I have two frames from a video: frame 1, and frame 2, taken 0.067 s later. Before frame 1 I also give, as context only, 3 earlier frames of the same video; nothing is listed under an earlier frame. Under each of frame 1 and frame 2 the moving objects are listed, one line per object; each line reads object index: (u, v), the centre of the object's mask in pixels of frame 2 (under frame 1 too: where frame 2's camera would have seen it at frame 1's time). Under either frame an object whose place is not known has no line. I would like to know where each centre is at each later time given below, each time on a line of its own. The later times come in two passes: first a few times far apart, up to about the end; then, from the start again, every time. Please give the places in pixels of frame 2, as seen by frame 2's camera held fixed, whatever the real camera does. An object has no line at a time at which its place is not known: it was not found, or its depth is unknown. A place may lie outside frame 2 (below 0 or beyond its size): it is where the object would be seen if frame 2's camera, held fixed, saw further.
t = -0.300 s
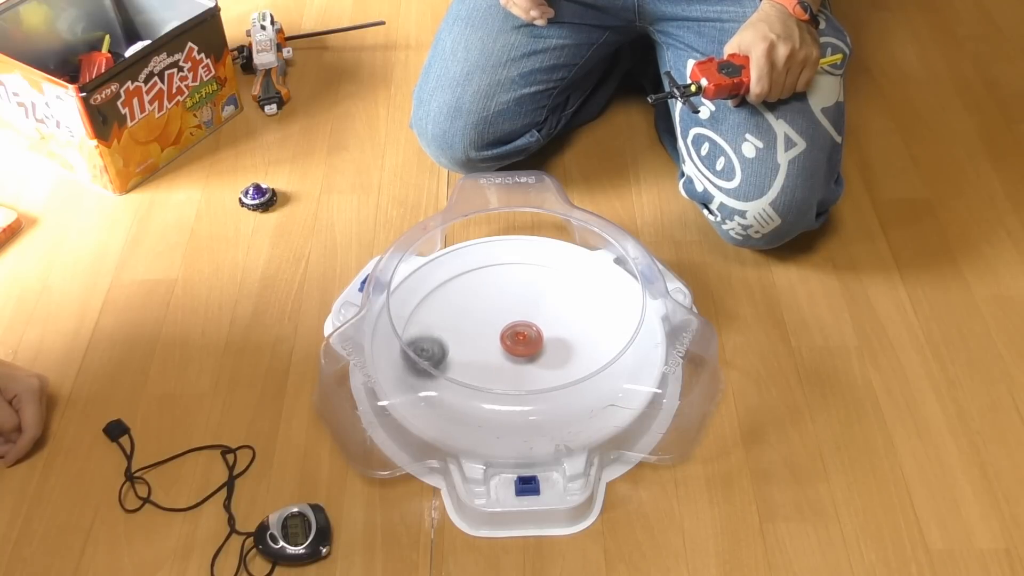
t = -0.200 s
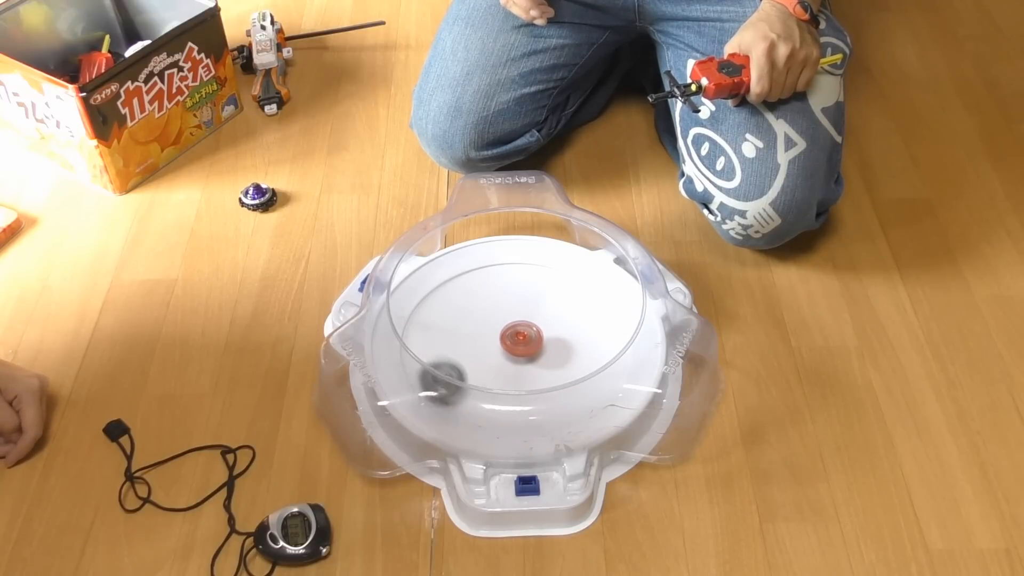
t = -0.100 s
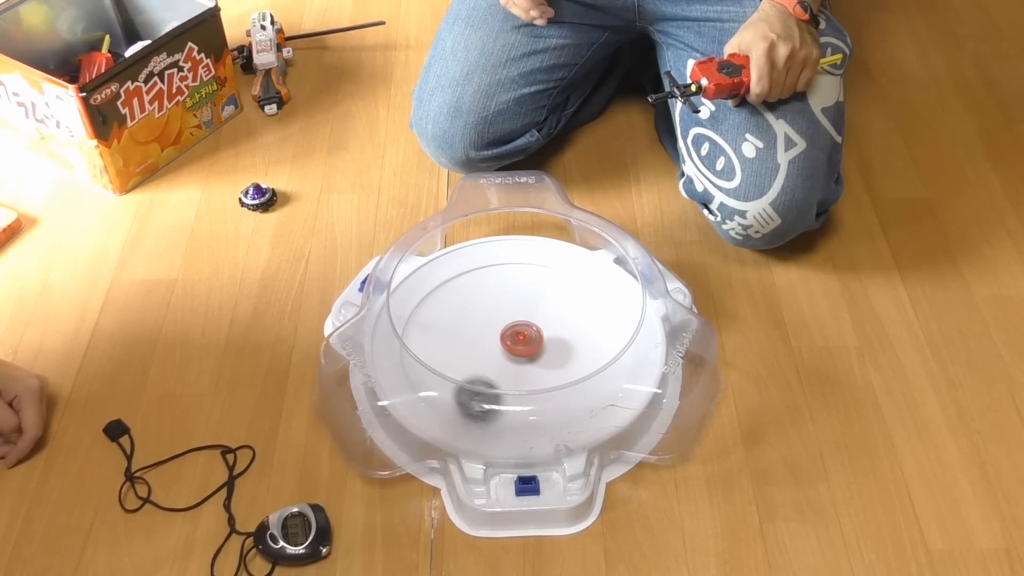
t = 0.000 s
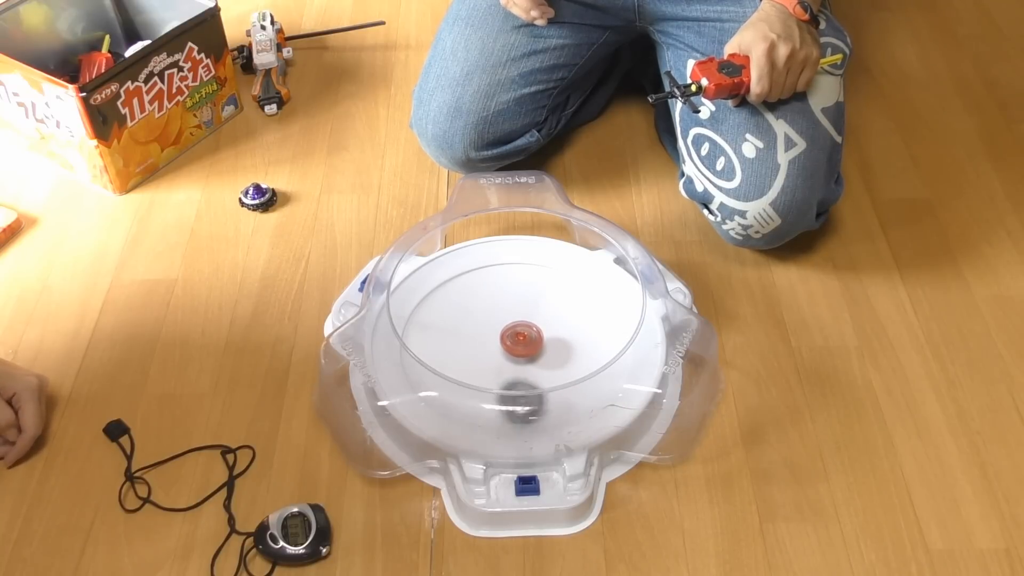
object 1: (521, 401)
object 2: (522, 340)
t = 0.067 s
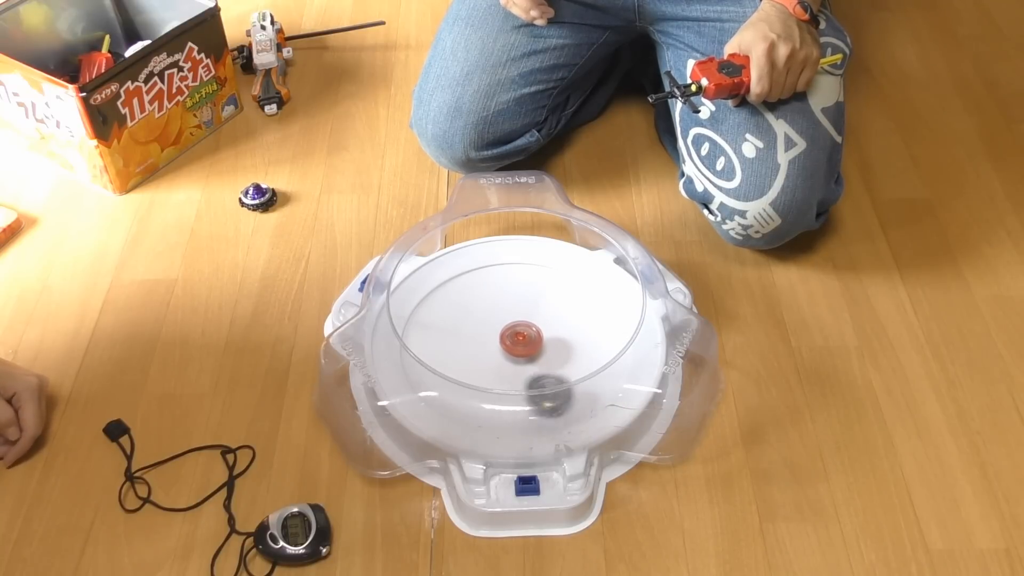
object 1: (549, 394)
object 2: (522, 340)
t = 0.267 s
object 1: (591, 338)
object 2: (522, 339)
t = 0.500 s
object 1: (553, 277)
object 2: (521, 339)
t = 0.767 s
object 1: (460, 282)
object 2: (522, 340)
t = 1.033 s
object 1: (455, 358)
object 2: (522, 340)
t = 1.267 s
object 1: (535, 394)
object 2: (521, 340)
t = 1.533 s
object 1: (604, 342)
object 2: (522, 340)
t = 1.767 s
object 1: (566, 293)
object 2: (521, 340)
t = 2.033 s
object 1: (474, 303)
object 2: (522, 340)
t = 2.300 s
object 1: (447, 365)
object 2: (522, 340)
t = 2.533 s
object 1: (510, 398)
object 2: (522, 340)
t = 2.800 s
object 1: (579, 353)
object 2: (522, 339)
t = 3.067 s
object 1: (552, 290)
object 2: (522, 340)
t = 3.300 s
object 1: (482, 282)
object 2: (522, 340)
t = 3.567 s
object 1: (453, 339)
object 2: (522, 342)
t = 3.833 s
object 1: (521, 385)
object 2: (522, 340)
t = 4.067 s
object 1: (585, 359)
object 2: (521, 340)
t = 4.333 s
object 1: (573, 306)
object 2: (522, 339)
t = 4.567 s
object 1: (504, 298)
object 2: (522, 340)
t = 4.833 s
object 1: (450, 338)
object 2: (522, 341)
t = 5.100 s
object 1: (490, 384)
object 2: (523, 340)
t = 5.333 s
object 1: (556, 367)
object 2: (523, 340)
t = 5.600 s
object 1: (571, 313)
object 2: (524, 341)
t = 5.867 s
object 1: (514, 284)
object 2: (524, 340)
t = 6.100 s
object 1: (468, 316)
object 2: (524, 340)
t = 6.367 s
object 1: (488, 370)
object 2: (524, 340)
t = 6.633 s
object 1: (555, 374)
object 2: (524, 340)
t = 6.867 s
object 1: (581, 341)
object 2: (524, 341)
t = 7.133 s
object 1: (534, 302)
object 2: (524, 340)
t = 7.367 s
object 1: (474, 306)
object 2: (524, 340)
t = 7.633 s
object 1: (459, 350)
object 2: (524, 342)
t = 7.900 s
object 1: (519, 374)
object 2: (526, 338)
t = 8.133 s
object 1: (569, 367)
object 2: (532, 329)
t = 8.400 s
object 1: (591, 340)
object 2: (515, 316)
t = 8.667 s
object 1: (609, 336)
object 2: (485, 302)
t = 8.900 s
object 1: (564, 340)
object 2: (483, 305)
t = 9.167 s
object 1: (519, 349)
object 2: (478, 301)
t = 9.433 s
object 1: (517, 347)
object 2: (473, 296)
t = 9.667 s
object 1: (527, 321)
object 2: (475, 311)
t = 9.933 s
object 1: (573, 335)
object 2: (453, 318)
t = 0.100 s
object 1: (561, 387)
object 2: (521, 339)
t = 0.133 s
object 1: (572, 379)
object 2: (521, 339)
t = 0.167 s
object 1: (579, 369)
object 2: (521, 339)
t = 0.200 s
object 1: (584, 358)
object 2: (521, 339)
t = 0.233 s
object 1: (589, 348)
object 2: (522, 339)
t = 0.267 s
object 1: (591, 338)
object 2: (522, 339)
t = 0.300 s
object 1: (591, 328)
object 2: (522, 339)
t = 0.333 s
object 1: (589, 318)
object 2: (522, 340)
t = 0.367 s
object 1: (585, 308)
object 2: (522, 340)
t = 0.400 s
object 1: (579, 298)
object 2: (522, 340)
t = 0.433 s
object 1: (571, 290)
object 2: (522, 340)
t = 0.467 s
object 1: (563, 283)
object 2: (521, 340)
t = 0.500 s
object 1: (553, 277)
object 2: (521, 339)
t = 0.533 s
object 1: (542, 273)
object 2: (521, 339)
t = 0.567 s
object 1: (530, 269)
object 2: (522, 339)
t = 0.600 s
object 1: (518, 268)
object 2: (522, 339)
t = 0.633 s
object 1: (505, 268)
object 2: (522, 339)
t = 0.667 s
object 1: (493, 269)
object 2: (522, 340)
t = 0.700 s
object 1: (481, 272)
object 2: (522, 340)
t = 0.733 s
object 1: (470, 276)
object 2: (522, 340)
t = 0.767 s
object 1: (460, 282)
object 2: (522, 340)
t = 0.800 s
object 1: (453, 290)
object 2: (521, 340)
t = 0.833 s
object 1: (446, 299)
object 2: (521, 340)
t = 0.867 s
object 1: (442, 309)
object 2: (521, 340)
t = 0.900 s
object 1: (439, 319)
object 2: (521, 340)
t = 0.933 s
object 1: (441, 329)
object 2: (521, 340)
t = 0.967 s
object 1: (443, 339)
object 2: (521, 340)
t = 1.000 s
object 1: (448, 350)
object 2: (522, 340)
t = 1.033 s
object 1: (455, 358)
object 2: (522, 340)
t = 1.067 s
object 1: (463, 364)
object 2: (522, 340)
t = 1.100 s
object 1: (472, 375)
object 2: (522, 340)
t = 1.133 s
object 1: (484, 381)
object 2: (522, 340)
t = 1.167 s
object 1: (495, 386)
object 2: (522, 340)
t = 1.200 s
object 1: (509, 391)
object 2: (521, 340)
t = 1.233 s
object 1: (522, 393)
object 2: (521, 340)
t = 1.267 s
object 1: (535, 394)
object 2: (521, 340)
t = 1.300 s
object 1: (549, 393)
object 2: (521, 340)
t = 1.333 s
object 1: (561, 390)
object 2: (521, 339)
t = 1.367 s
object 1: (574, 385)
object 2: (521, 339)
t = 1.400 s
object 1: (584, 378)
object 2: (522, 340)
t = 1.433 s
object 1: (593, 371)
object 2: (522, 339)
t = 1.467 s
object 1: (599, 362)
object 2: (522, 339)
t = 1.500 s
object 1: (604, 353)
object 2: (522, 340)
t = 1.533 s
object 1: (604, 342)
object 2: (522, 340)
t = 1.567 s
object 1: (606, 334)
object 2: (522, 340)
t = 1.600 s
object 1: (605, 326)
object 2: (522, 340)
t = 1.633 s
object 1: (601, 317)
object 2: (522, 340)
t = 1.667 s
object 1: (594, 310)
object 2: (522, 340)
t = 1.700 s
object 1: (587, 303)
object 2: (522, 340)
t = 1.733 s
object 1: (577, 297)
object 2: (521, 340)
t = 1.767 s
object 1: (566, 293)
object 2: (521, 340)
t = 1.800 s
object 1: (555, 290)
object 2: (521, 340)
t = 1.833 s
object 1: (543, 288)
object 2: (522, 340)
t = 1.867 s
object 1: (531, 288)
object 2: (522, 340)
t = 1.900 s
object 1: (518, 289)
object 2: (522, 340)
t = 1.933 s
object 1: (507, 291)
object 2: (522, 340)
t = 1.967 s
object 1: (494, 294)
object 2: (523, 340)
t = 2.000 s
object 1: (483, 298)
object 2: (522, 340)
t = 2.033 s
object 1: (474, 303)
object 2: (522, 340)
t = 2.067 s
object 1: (464, 309)
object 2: (522, 341)
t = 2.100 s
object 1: (456, 316)
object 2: (522, 341)
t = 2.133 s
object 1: (450, 323)
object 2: (521, 341)
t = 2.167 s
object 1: (447, 331)
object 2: (521, 341)
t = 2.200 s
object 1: (444, 339)
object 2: (521, 341)
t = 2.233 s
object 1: (443, 347)
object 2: (522, 340)
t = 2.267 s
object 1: (445, 355)
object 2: (522, 340)
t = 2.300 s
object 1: (447, 365)
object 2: (522, 340)
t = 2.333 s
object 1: (452, 373)
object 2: (522, 340)
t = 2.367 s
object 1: (457, 380)
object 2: (522, 340)
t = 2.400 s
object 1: (465, 386)
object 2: (523, 340)
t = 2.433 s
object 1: (475, 390)
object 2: (523, 340)
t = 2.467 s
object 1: (486, 395)
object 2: (522, 341)
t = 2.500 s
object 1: (498, 397)
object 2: (522, 341)
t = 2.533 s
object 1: (510, 398)
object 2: (522, 340)
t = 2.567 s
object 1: (522, 397)
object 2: (522, 340)
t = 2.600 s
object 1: (533, 395)
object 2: (522, 340)
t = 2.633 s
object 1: (545, 391)
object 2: (521, 340)
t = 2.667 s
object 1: (554, 386)
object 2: (522, 340)
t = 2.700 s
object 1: (564, 377)
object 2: (522, 339)
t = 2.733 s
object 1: (570, 370)
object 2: (522, 339)
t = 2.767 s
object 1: (574, 361)
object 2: (522, 339)
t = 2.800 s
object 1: (579, 353)
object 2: (522, 339)
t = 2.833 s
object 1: (581, 345)
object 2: (522, 340)
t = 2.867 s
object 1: (580, 337)
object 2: (522, 340)
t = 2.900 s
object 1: (580, 327)
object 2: (522, 340)
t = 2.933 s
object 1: (577, 319)
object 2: (522, 340)
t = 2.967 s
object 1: (573, 310)
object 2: (522, 340)
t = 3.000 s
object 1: (567, 303)
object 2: (522, 340)
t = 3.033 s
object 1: (560, 296)
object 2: (522, 340)
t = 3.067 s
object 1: (552, 290)
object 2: (522, 340)
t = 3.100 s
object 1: (544, 285)
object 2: (522, 340)
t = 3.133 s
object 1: (534, 282)
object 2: (521, 340)
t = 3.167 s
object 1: (523, 278)
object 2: (521, 340)
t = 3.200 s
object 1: (513, 278)
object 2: (521, 340)
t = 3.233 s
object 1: (502, 277)
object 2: (522, 340)
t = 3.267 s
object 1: (492, 279)
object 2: (522, 340)
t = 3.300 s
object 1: (482, 282)
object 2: (522, 340)
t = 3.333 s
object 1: (474, 286)
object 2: (522, 340)
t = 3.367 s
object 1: (466, 291)
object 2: (522, 340)
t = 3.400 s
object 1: (460, 298)
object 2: (522, 340)
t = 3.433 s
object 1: (455, 305)
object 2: (522, 340)
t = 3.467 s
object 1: (451, 314)
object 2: (522, 340)
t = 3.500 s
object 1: (450, 322)
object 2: (522, 341)
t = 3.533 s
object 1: (451, 331)
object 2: (522, 342)
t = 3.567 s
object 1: (453, 339)
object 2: (522, 342)
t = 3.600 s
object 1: (457, 348)
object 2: (522, 342)
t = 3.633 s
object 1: (464, 357)
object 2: (522, 340)
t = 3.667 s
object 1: (470, 363)
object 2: (522, 340)
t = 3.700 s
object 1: (479, 367)
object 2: (522, 340)
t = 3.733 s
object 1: (488, 372)
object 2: (522, 340)
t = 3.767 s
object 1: (498, 376)
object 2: (522, 340)
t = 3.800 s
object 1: (509, 377)
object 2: (522, 340)
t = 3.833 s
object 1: (521, 385)
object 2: (522, 340)
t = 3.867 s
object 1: (533, 386)
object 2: (522, 340)
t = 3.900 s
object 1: (543, 386)
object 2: (522, 340)
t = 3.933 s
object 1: (554, 384)
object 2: (521, 340)
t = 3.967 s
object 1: (565, 377)
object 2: (521, 340)
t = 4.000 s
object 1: (570, 370)
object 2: (521, 340)
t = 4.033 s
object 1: (578, 365)
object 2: (521, 340)
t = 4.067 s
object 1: (585, 359)
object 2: (521, 340)
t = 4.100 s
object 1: (591, 352)
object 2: (522, 340)
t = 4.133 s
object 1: (595, 346)
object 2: (522, 340)
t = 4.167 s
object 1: (596, 339)
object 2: (522, 340)
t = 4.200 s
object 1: (595, 331)
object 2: (522, 340)
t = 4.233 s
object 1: (592, 324)
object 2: (522, 339)
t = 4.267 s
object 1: (588, 318)
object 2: (522, 339)
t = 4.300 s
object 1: (581, 311)
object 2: (522, 340)
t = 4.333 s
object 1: (573, 306)
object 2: (522, 339)
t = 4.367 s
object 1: (565, 302)
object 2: (522, 339)
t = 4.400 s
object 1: (555, 299)
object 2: (522, 340)
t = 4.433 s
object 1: (546, 296)
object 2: (522, 340)
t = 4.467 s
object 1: (535, 295)
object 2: (522, 340)
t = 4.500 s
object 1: (524, 295)
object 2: (522, 340)
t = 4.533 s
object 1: (513, 296)
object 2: (522, 340)
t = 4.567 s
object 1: (504, 298)
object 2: (522, 340)
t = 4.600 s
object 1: (494, 300)
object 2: (522, 340)
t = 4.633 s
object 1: (484, 304)
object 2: (522, 339)
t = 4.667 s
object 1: (476, 308)
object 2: (522, 339)
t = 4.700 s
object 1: (468, 312)
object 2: (522, 339)
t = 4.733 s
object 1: (462, 318)
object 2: (522, 340)
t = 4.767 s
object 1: (457, 325)
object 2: (522, 341)
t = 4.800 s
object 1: (453, 331)
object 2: (522, 341)
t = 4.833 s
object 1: (450, 338)
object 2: (522, 341)
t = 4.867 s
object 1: (450, 345)
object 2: (522, 341)
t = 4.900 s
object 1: (452, 354)
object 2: (523, 340)
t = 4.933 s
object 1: (454, 359)
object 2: (523, 340)
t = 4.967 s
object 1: (459, 363)
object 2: (523, 340)
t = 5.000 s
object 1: (465, 368)
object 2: (523, 340)
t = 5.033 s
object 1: (473, 372)
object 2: (523, 340)
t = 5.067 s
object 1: (481, 375)
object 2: (523, 340)
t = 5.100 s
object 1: (490, 384)
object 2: (523, 340)
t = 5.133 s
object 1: (500, 386)
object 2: (523, 340)
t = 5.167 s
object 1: (510, 386)
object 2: (523, 340)
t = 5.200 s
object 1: (520, 379)
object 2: (523, 340)
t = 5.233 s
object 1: (530, 378)
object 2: (523, 340)
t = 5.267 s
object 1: (539, 375)
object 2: (524, 340)
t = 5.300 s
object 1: (548, 372)
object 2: (523, 340)
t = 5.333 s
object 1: (556, 367)
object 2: (523, 340)
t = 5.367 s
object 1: (563, 362)
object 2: (523, 340)
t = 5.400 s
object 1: (568, 357)
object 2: (523, 340)
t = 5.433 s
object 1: (571, 351)
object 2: (524, 341)
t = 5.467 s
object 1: (574, 344)
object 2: (524, 341)
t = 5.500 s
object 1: (575, 336)
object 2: (524, 340)
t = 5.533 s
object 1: (575, 329)
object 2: (524, 341)
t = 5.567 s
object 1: (574, 321)
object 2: (524, 341)
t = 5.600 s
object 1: (571, 313)
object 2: (524, 341)
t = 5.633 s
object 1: (567, 306)
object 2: (524, 341)
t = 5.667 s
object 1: (562, 299)
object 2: (524, 341)
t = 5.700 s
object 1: (557, 295)
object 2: (524, 341)
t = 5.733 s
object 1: (550, 290)
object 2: (524, 340)
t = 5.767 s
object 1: (542, 287)
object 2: (524, 341)
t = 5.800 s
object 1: (533, 285)
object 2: (524, 341)
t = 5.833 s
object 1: (523, 284)
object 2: (524, 340)
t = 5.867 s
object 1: (514, 284)
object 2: (524, 340)
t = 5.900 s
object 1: (505, 286)
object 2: (524, 340)
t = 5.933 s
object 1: (497, 289)
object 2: (524, 340)
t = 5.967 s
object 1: (489, 293)
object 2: (524, 340)
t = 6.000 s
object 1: (482, 297)
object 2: (524, 340)
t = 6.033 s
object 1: (476, 303)
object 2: (524, 340)
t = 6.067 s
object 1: (472, 309)
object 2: (524, 340)
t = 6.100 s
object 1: (468, 316)
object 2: (524, 340)
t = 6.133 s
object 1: (466, 323)
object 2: (524, 341)
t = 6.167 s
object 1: (465, 331)
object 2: (524, 342)
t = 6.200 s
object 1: (466, 338)
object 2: (524, 342)
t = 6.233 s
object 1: (469, 346)
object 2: (524, 342)
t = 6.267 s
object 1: (472, 353)
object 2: (524, 341)
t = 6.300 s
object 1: (477, 361)
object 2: (524, 341)
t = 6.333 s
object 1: (482, 366)
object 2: (524, 341)
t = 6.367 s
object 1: (488, 370)
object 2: (524, 340)
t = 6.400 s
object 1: (495, 373)
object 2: (524, 340)
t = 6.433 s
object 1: (503, 376)
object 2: (524, 340)
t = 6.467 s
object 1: (513, 378)
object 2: (524, 340)
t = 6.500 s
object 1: (522, 386)
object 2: (524, 340)
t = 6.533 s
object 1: (532, 387)
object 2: (524, 340)
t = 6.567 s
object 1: (541, 386)
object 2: (524, 340)
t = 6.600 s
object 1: (549, 385)
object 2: (524, 340)
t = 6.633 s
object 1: (555, 374)
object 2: (524, 340)
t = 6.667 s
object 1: (563, 371)
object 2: (524, 340)
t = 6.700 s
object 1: (569, 368)
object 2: (524, 340)
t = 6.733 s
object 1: (576, 364)
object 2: (524, 340)
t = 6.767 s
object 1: (579, 358)
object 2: (524, 340)
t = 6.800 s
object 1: (582, 352)
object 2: (524, 340)
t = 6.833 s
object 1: (582, 347)
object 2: (524, 341)
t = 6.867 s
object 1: (581, 341)
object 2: (524, 341)
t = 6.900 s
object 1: (578, 335)
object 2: (524, 340)
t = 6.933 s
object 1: (575, 327)
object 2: (524, 341)
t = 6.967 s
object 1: (570, 322)
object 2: (524, 341)
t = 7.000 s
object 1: (564, 316)
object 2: (524, 341)
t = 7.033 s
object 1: (557, 312)
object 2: (525, 341)
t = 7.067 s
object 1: (550, 308)
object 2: (524, 340)
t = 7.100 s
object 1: (542, 305)
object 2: (524, 340)
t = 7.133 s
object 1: (534, 302)
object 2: (524, 340)
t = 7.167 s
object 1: (525, 301)
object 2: (524, 341)
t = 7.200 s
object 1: (515, 299)
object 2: (524, 340)
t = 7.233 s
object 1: (507, 299)
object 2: (524, 340)
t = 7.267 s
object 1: (498, 300)
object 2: (524, 340)
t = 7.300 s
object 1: (489, 301)
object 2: (524, 340)
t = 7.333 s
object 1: (481, 303)
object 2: (524, 340)
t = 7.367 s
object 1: (474, 306)
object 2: (524, 340)
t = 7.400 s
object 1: (467, 309)
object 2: (524, 340)
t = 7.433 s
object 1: (462, 314)
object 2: (524, 340)
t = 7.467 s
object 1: (458, 320)
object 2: (524, 341)
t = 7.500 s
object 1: (456, 326)
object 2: (524, 341)
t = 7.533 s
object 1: (454, 332)
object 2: (524, 341)
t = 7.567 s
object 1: (454, 338)
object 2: (524, 342)
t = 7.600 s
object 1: (456, 344)
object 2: (524, 342)
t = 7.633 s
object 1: (459, 350)
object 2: (524, 342)
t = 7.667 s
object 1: (464, 355)
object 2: (524, 341)
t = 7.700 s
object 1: (470, 360)
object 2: (524, 341)
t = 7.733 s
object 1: (477, 364)
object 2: (524, 341)
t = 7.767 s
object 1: (485, 368)
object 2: (524, 340)
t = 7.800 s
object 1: (494, 370)
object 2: (524, 340)
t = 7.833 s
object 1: (503, 372)
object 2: (524, 340)
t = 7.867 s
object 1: (512, 373)
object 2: (524, 340)
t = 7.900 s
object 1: (519, 374)
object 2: (526, 338)
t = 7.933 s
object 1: (525, 376)
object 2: (528, 334)
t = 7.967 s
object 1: (533, 376)
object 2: (530, 332)
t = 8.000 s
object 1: (541, 376)
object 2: (531, 331)
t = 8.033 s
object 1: (548, 375)
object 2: (531, 331)
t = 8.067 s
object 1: (556, 372)
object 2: (531, 330)
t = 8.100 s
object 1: (563, 370)
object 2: (532, 329)
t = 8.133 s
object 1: (569, 367)
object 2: (532, 329)
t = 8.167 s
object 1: (575, 363)
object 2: (533, 329)
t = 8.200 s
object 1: (578, 359)
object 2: (533, 328)
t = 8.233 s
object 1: (580, 354)
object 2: (533, 328)
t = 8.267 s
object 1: (581, 349)
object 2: (534, 328)
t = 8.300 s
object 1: (578, 343)
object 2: (534, 328)
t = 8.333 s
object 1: (577, 339)
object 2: (534, 328)
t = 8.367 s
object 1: (582, 338)
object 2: (527, 323)
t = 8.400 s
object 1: (591, 340)
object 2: (515, 316)
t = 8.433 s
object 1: (596, 341)
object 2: (505, 310)
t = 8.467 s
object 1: (600, 341)
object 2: (497, 306)
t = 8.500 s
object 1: (604, 340)
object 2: (492, 304)
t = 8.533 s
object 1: (608, 339)
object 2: (489, 303)
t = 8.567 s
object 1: (610, 338)
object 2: (488, 302)
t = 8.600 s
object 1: (611, 337)
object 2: (486, 302)
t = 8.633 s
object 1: (611, 336)
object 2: (485, 302)
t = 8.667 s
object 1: (609, 336)
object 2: (485, 302)
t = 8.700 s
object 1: (605, 337)
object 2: (484, 302)
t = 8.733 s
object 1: (600, 338)
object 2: (483, 302)
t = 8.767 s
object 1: (593, 338)
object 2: (483, 302)
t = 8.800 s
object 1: (586, 339)
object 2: (483, 303)
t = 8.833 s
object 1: (579, 339)
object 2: (483, 303)
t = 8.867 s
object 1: (571, 340)
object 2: (483, 304)
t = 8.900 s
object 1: (564, 340)
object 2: (483, 305)
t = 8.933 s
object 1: (556, 341)
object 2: (483, 306)
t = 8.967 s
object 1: (548, 340)
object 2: (483, 307)
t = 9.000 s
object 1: (542, 341)
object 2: (483, 308)
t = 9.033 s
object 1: (535, 340)
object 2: (483, 310)
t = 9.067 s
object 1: (529, 338)
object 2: (484, 312)
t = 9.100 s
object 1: (522, 338)
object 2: (484, 314)
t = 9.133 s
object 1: (520, 343)
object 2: (481, 307)
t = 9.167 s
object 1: (519, 349)
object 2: (478, 301)
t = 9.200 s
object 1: (519, 355)
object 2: (475, 296)
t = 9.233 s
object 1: (519, 359)
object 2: (473, 292)
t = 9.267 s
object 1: (519, 361)
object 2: (472, 290)
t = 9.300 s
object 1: (518, 362)
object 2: (472, 290)
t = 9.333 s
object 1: (517, 360)
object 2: (473, 291)
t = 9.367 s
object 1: (516, 355)
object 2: (473, 293)
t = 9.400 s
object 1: (517, 352)
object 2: (473, 294)
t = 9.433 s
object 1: (517, 347)
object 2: (473, 296)
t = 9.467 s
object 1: (517, 343)
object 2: (473, 298)
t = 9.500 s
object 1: (517, 338)
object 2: (473, 300)
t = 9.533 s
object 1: (518, 334)
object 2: (473, 301)
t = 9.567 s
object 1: (519, 330)
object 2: (474, 303)
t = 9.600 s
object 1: (520, 326)
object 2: (475, 306)
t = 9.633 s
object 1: (521, 323)
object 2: (477, 310)
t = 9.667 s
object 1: (527, 321)
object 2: (475, 311)
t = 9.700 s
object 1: (541, 323)
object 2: (467, 311)
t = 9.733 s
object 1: (551, 324)
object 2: (462, 311)
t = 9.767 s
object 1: (559, 327)
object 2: (458, 312)
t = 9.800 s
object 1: (564, 329)
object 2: (455, 313)
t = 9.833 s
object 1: (567, 330)
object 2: (454, 315)
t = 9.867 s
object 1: (569, 332)
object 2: (454, 316)
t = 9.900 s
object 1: (571, 333)
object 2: (453, 317)
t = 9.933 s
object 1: (573, 335)
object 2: (453, 318)
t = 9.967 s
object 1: (573, 338)
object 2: (453, 319)
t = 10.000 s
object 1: (573, 341)
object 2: (454, 320)
